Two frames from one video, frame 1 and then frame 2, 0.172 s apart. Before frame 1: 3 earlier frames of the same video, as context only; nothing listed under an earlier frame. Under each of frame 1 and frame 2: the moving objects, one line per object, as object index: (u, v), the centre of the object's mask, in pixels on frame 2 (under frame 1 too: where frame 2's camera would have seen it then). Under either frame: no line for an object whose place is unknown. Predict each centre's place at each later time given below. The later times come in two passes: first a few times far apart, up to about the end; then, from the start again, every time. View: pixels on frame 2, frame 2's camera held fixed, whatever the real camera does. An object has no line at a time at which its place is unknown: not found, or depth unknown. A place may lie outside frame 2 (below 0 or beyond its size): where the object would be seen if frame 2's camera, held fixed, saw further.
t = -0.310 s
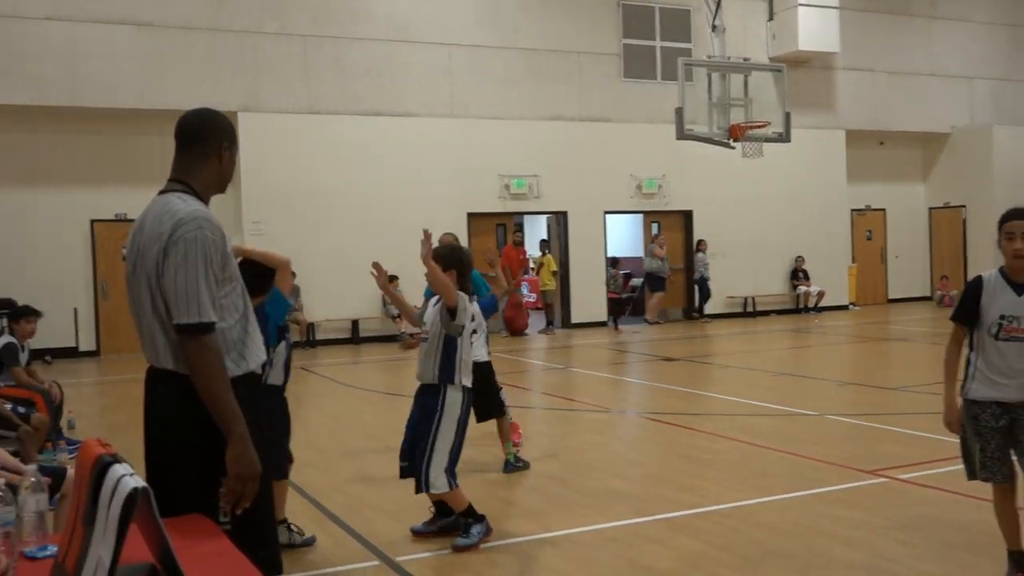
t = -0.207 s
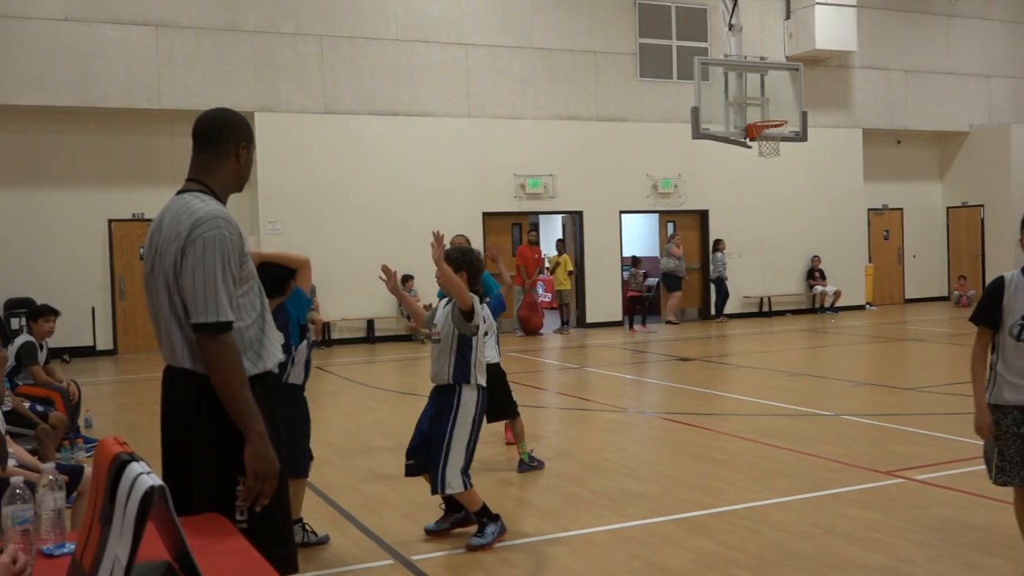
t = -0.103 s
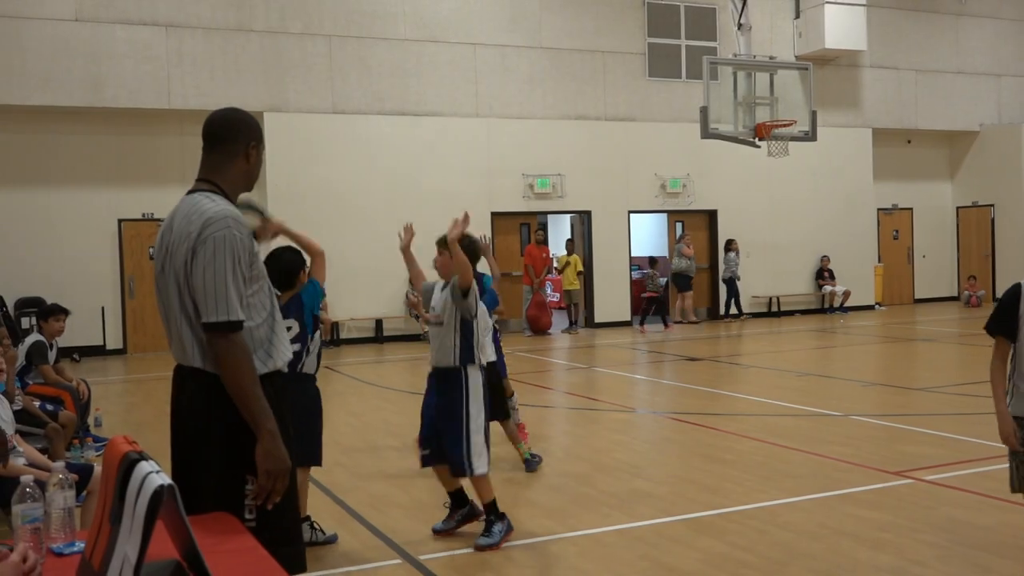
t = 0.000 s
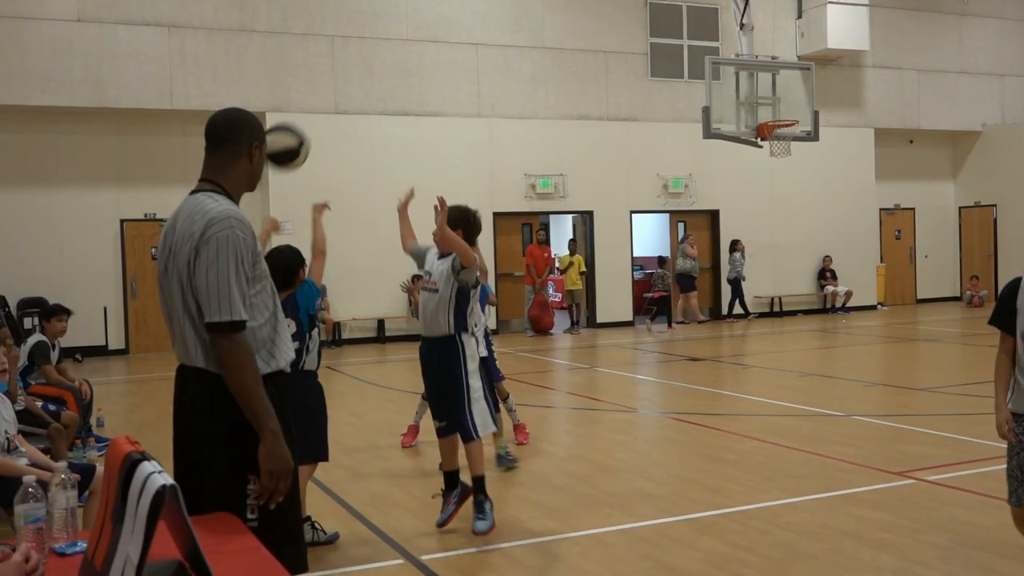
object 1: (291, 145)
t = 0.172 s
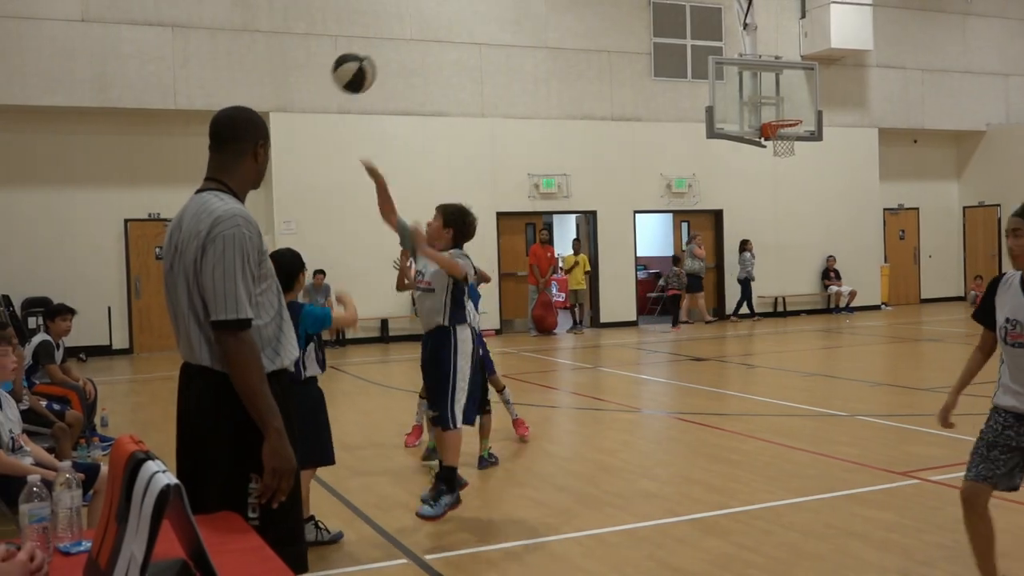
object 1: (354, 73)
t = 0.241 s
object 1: (377, 60)
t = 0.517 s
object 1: (455, 83)
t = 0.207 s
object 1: (365, 65)
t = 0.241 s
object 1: (377, 60)
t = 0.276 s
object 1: (388, 57)
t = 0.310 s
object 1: (399, 55)
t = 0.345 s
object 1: (409, 56)
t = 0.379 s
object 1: (419, 59)
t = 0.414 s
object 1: (429, 63)
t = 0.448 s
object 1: (438, 68)
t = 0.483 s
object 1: (447, 75)
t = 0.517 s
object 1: (455, 83)
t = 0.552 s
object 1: (463, 92)
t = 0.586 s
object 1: (471, 102)
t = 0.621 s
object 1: (479, 114)
